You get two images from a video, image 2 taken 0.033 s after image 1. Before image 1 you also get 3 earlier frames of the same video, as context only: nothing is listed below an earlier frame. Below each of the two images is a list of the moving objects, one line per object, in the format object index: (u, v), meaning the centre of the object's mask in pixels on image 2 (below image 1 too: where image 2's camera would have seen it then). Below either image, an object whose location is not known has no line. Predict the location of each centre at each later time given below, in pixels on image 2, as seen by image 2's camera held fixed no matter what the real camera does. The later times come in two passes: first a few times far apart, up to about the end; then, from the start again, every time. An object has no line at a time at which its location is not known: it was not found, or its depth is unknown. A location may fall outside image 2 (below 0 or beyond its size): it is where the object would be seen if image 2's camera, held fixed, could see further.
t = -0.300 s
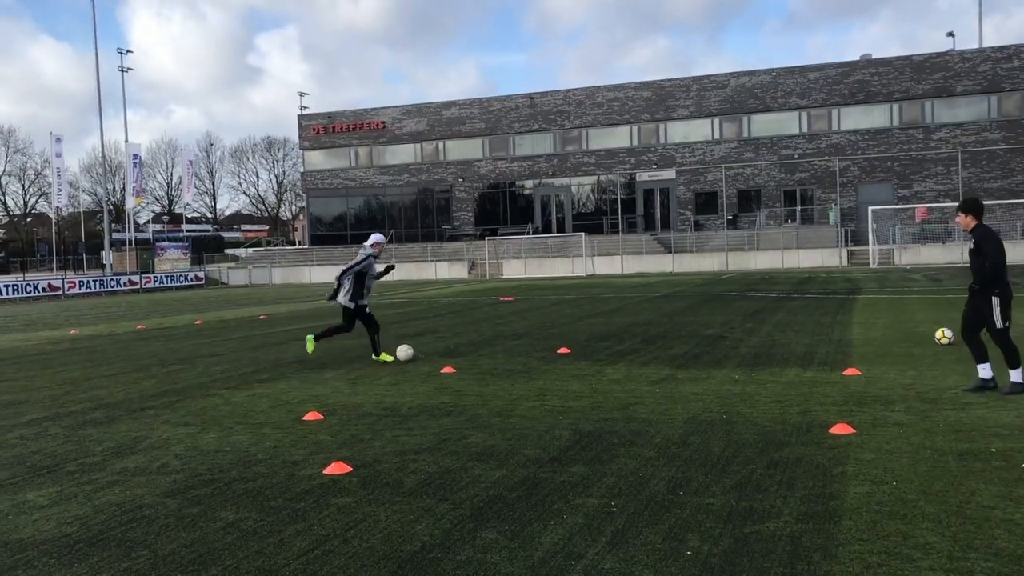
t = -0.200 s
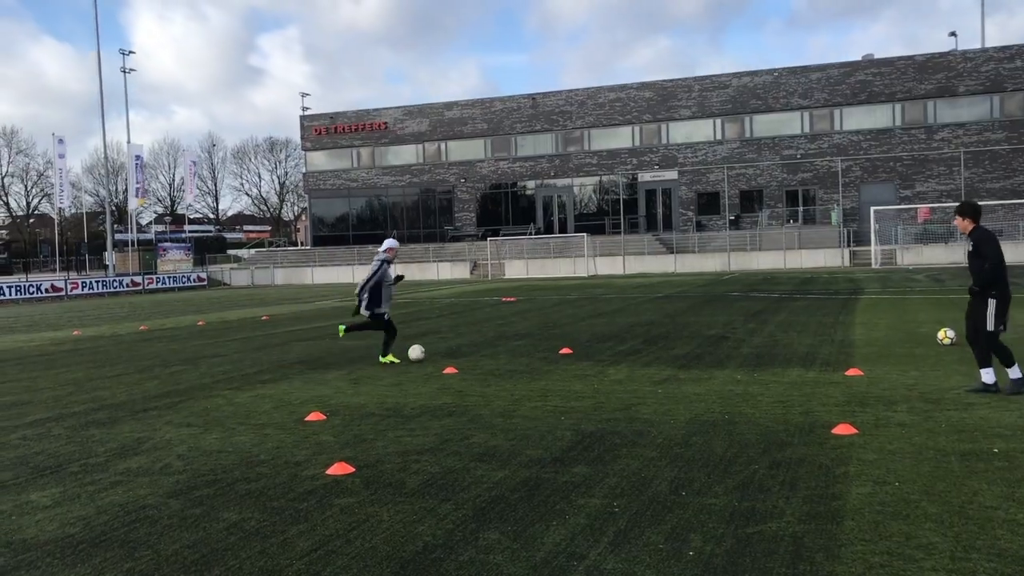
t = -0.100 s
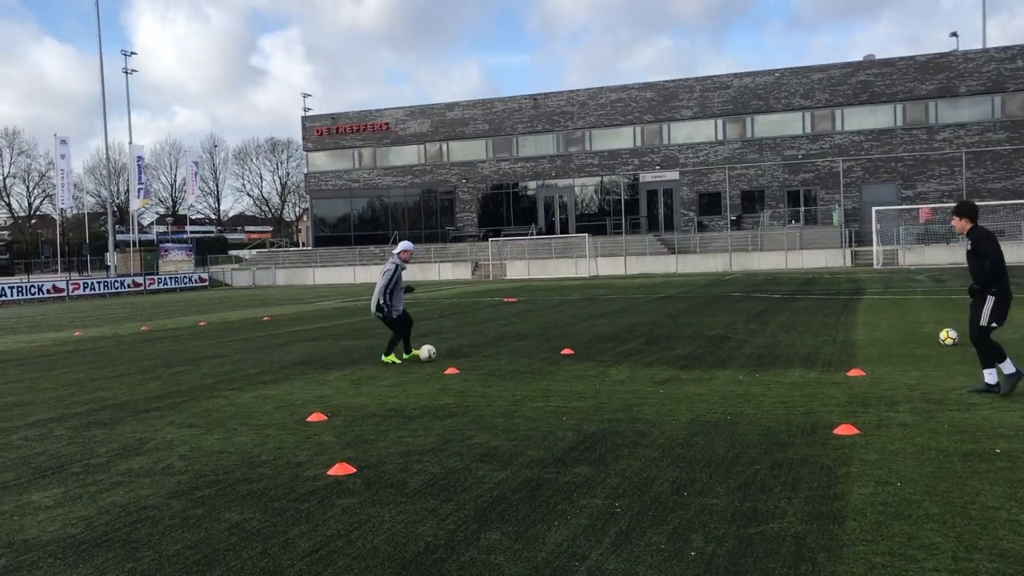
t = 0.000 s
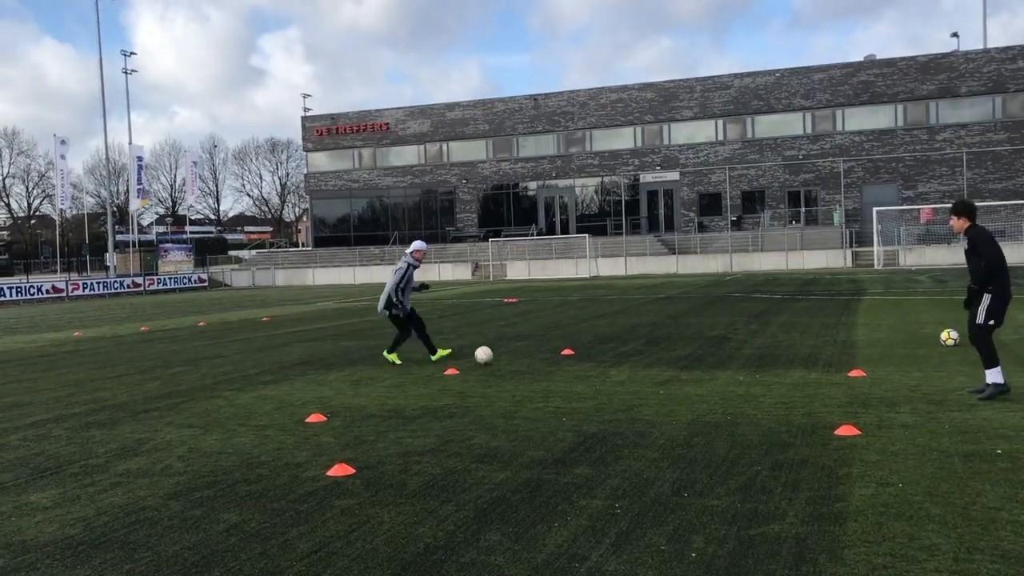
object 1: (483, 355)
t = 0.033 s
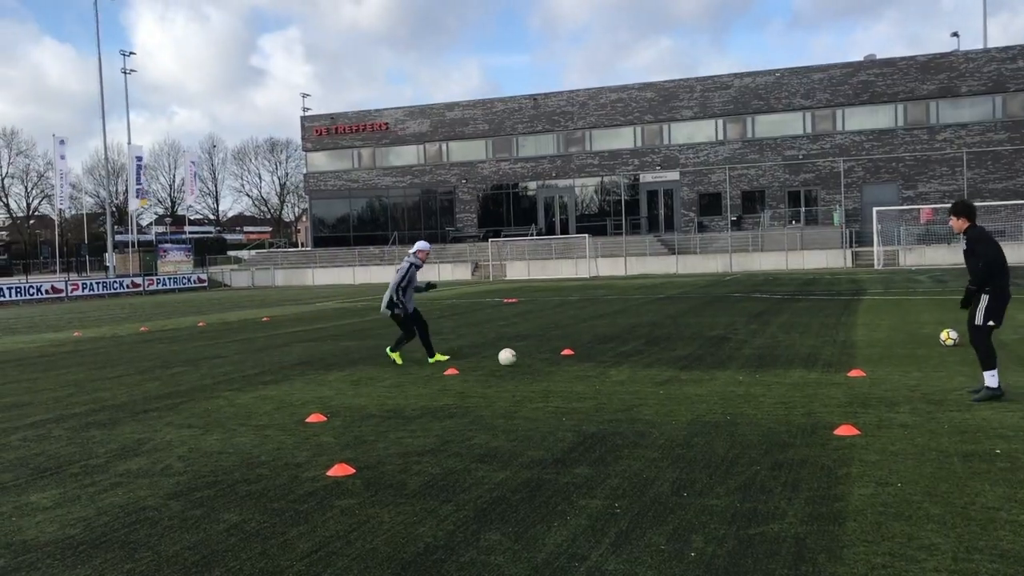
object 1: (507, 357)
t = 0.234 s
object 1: (655, 363)
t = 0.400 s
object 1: (790, 371)
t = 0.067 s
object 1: (530, 358)
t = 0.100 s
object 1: (554, 359)
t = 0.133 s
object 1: (579, 361)
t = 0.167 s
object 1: (604, 362)
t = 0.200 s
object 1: (629, 362)
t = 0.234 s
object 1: (655, 363)
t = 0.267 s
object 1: (681, 365)
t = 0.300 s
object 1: (709, 368)
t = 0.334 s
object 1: (735, 368)
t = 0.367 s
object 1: (762, 369)
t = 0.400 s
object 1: (790, 371)
